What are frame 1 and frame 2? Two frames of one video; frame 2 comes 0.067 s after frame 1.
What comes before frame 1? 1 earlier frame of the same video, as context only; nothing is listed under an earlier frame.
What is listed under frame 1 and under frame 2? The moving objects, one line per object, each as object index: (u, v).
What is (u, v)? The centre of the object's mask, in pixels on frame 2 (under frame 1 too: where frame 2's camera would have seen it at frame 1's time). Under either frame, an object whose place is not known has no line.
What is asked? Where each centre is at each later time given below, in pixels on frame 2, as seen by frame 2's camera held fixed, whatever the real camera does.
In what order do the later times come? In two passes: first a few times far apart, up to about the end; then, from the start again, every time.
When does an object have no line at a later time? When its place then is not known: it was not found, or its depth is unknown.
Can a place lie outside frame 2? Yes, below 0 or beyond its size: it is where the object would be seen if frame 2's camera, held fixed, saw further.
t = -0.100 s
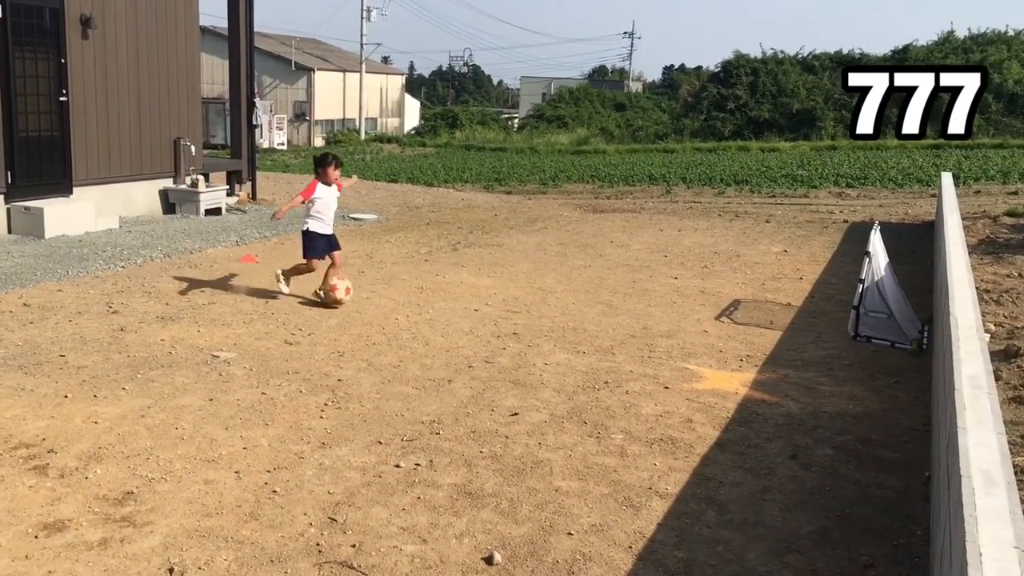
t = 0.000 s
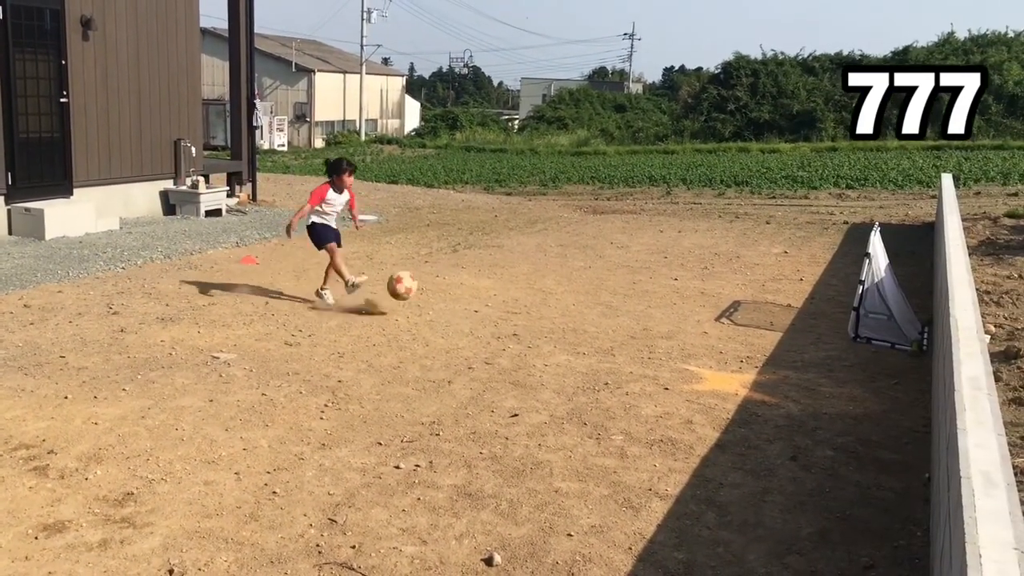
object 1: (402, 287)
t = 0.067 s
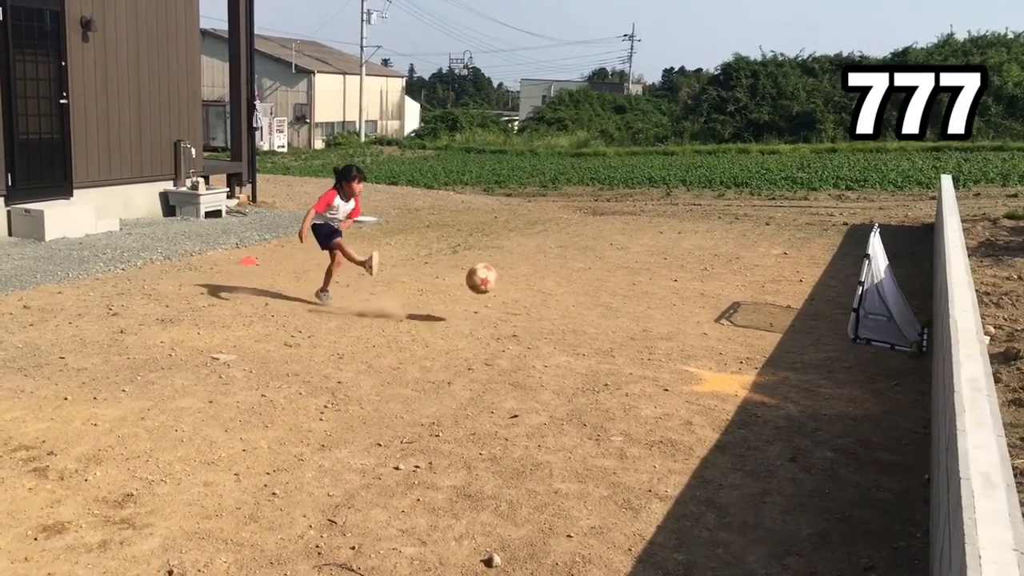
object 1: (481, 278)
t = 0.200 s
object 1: (651, 280)
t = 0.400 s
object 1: (919, 332)
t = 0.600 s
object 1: (722, 316)
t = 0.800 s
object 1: (570, 318)
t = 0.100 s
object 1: (522, 277)
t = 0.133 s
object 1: (564, 276)
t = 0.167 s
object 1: (607, 277)
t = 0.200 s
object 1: (651, 280)
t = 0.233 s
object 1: (695, 284)
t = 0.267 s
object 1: (741, 290)
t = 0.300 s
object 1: (787, 298)
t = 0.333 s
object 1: (834, 307)
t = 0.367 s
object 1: (883, 320)
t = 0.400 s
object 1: (919, 332)
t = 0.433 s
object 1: (877, 335)
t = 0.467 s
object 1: (837, 343)
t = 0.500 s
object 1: (804, 341)
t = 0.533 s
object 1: (776, 330)
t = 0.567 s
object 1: (749, 322)
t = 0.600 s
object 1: (722, 316)
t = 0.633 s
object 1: (696, 313)
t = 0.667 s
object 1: (670, 310)
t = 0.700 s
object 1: (644, 309)
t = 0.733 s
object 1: (619, 310)
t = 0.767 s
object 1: (594, 313)
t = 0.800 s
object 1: (570, 318)
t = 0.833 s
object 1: (550, 311)
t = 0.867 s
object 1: (529, 305)
